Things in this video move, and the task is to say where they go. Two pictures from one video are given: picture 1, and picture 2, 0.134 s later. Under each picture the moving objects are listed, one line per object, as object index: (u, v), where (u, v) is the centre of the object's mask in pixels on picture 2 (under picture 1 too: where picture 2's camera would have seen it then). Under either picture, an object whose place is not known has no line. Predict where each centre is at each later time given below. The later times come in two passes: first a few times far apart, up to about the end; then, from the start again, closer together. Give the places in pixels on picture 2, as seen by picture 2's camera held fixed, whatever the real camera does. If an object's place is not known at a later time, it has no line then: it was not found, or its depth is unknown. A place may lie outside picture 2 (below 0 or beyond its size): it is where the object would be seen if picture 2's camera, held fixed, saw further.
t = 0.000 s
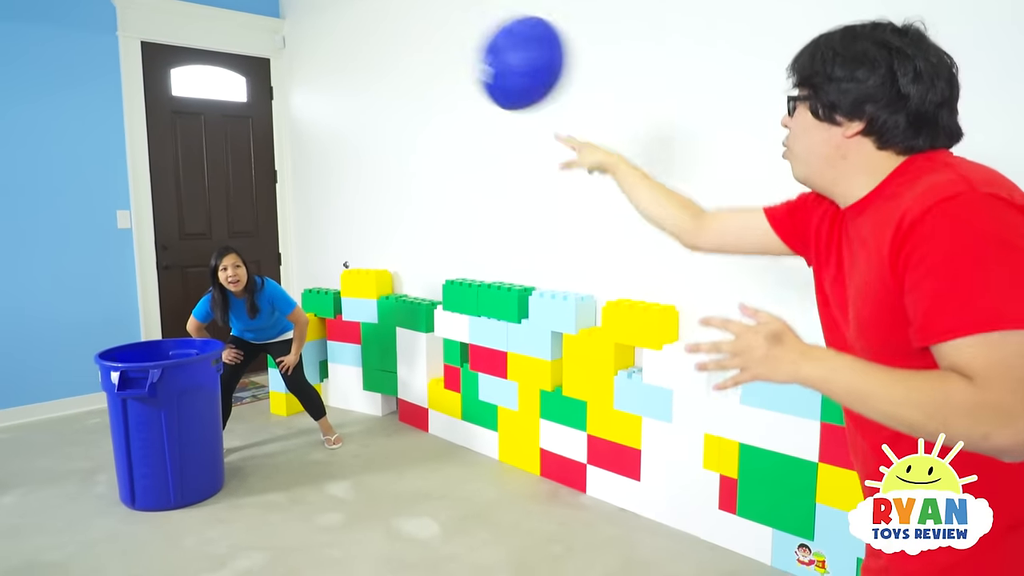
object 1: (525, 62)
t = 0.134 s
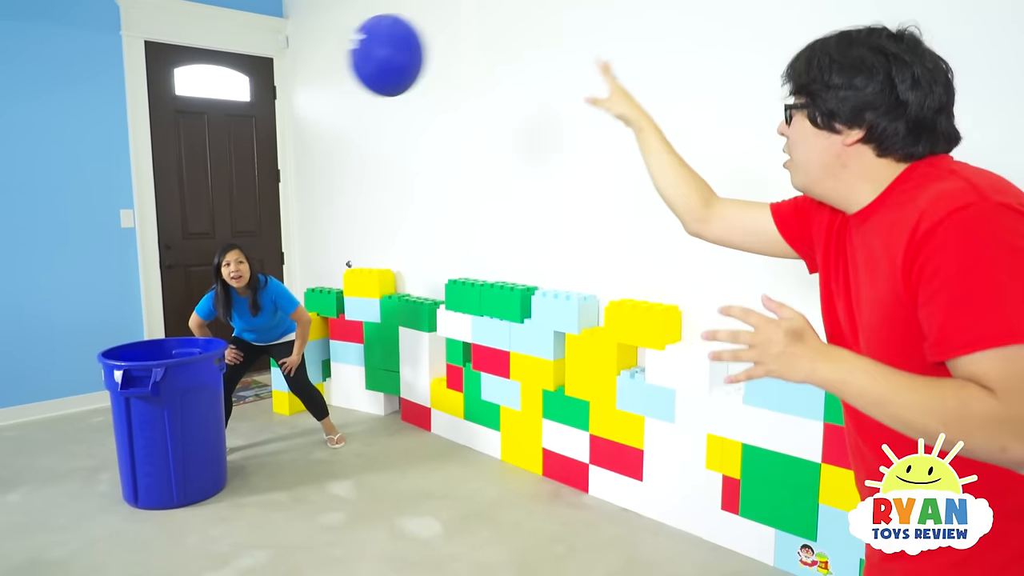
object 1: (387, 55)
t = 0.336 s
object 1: (253, 147)
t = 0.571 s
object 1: (170, 321)
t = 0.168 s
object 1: (359, 63)
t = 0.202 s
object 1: (334, 75)
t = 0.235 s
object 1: (311, 90)
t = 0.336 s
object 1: (253, 147)
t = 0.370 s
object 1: (239, 168)
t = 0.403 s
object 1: (224, 192)
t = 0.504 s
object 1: (188, 269)
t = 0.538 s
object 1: (179, 296)
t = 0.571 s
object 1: (170, 321)
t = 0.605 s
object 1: (160, 345)
